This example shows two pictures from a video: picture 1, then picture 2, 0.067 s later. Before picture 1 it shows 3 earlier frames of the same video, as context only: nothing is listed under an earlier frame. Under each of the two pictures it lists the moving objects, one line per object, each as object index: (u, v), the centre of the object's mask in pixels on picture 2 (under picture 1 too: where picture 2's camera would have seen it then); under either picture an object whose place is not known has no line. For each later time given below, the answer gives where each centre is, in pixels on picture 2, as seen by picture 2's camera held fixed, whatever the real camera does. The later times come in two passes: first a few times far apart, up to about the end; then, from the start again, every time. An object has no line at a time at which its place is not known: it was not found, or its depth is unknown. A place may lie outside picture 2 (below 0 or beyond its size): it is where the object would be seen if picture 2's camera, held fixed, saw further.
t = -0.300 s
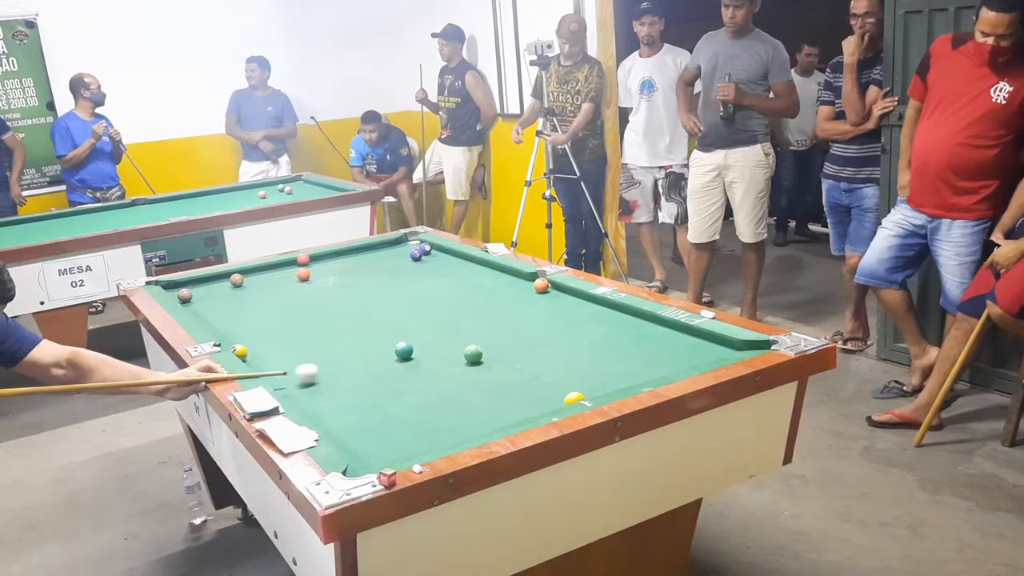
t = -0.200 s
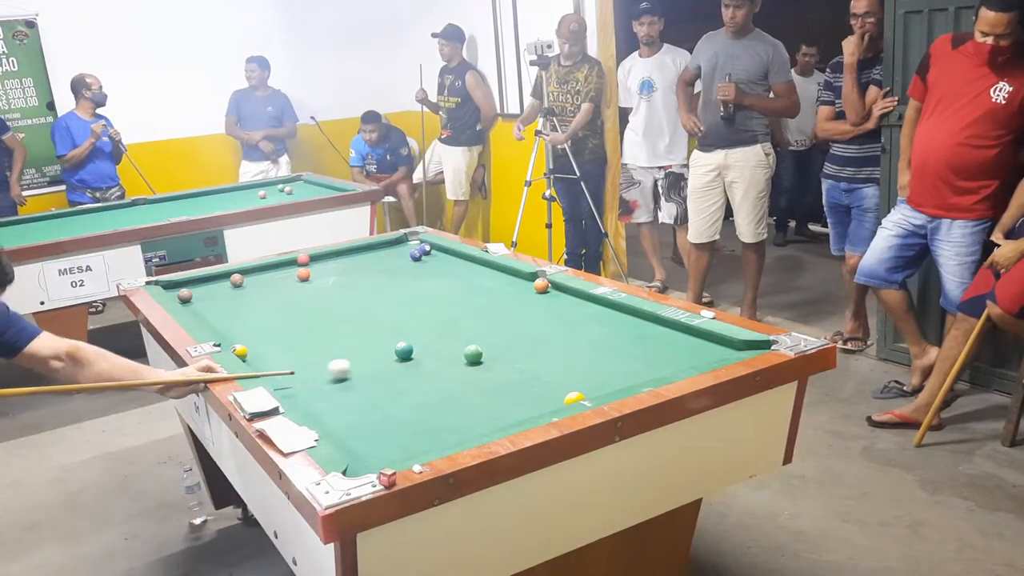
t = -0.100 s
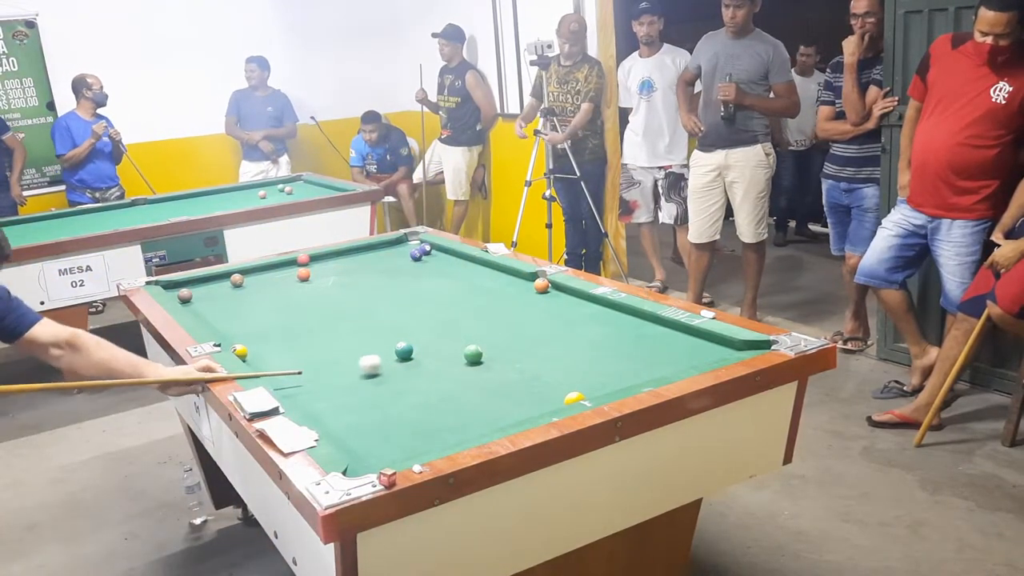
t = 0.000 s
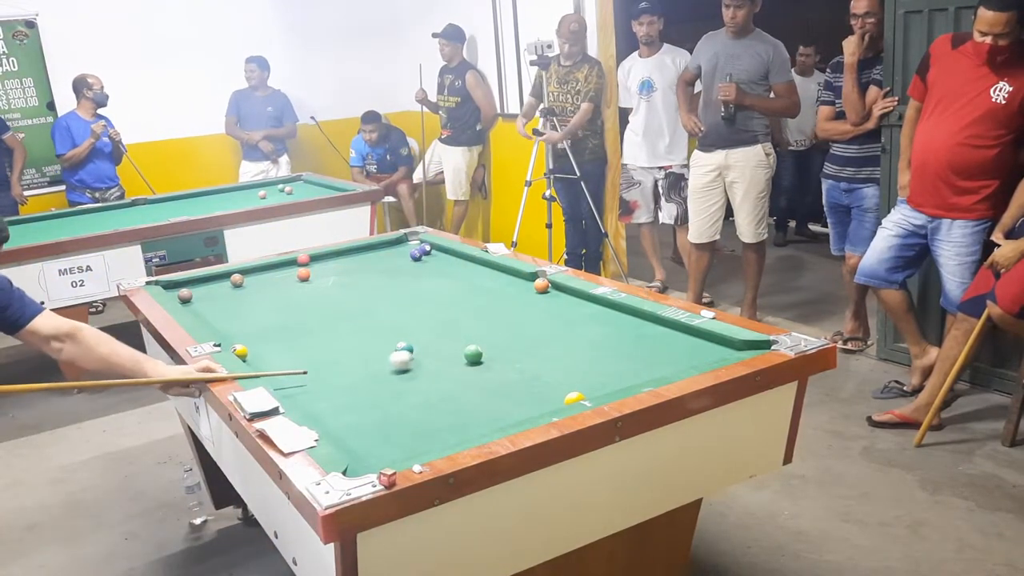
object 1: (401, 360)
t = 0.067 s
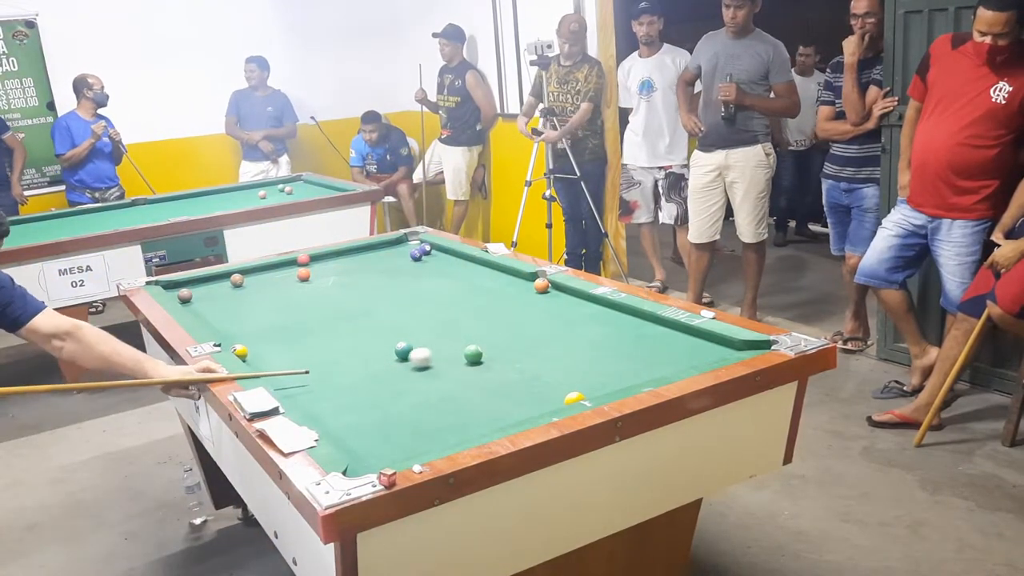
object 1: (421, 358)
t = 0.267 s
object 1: (461, 351)
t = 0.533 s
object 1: (486, 343)
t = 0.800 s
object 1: (507, 335)
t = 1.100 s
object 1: (528, 329)
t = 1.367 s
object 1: (544, 324)
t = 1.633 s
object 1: (558, 320)
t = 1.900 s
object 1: (569, 317)
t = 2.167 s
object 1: (578, 315)
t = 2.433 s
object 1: (584, 313)
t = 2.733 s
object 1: (589, 312)
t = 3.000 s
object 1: (591, 312)
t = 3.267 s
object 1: (591, 312)
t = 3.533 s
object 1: (591, 312)
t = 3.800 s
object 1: (591, 312)
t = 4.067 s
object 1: (590, 312)
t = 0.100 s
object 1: (430, 357)
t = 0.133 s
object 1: (440, 355)
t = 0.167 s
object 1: (449, 354)
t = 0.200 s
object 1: (455, 353)
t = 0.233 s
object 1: (458, 352)
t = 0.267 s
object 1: (461, 351)
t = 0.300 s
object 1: (464, 349)
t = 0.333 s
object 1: (467, 348)
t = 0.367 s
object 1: (471, 347)
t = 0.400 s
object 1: (474, 346)
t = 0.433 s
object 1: (477, 345)
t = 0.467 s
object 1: (480, 344)
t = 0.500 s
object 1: (483, 343)
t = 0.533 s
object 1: (486, 343)
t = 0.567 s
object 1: (489, 341)
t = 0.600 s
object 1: (491, 341)
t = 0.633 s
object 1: (494, 340)
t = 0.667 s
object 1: (497, 339)
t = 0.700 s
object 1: (500, 338)
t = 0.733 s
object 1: (502, 337)
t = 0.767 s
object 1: (505, 337)
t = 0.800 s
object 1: (507, 335)
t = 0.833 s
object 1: (510, 335)
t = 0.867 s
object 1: (512, 334)
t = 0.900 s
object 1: (515, 333)
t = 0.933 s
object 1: (517, 332)
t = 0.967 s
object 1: (519, 332)
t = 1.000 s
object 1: (522, 331)
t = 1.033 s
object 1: (524, 330)
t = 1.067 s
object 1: (526, 330)
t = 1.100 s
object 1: (528, 329)
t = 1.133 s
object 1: (530, 328)
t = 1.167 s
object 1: (532, 328)
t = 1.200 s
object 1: (534, 327)
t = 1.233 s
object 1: (536, 326)
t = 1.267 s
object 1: (539, 326)
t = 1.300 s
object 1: (540, 325)
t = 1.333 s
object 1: (542, 324)
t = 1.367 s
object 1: (544, 324)
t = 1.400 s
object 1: (546, 323)
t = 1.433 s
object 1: (548, 323)
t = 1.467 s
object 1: (549, 322)
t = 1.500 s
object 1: (551, 322)
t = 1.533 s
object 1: (553, 321)
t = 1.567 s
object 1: (555, 321)
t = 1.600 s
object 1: (556, 320)
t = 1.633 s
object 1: (558, 320)
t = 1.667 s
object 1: (559, 319)
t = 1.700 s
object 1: (561, 319)
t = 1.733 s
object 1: (562, 318)
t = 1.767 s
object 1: (564, 318)
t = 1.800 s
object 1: (565, 318)
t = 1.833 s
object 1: (566, 317)
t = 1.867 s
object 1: (568, 317)
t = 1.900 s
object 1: (569, 317)
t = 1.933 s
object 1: (570, 316)
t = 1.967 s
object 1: (572, 316)
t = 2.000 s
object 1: (573, 316)
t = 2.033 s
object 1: (574, 316)
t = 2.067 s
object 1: (575, 315)
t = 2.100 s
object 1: (576, 315)
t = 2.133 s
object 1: (577, 315)
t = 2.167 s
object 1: (578, 315)
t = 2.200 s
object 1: (579, 314)
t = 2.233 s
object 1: (580, 314)
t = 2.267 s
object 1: (581, 314)
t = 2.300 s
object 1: (581, 314)
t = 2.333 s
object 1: (582, 313)
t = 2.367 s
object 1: (583, 313)
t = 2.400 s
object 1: (584, 313)
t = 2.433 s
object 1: (584, 313)
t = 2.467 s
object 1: (585, 313)
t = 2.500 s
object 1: (586, 313)
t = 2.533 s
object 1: (586, 313)
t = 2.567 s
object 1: (587, 313)
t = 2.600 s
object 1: (587, 312)
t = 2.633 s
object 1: (588, 312)
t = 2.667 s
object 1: (588, 312)
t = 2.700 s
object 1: (589, 312)
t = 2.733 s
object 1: (589, 312)
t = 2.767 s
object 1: (590, 312)
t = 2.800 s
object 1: (590, 312)
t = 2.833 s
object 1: (590, 312)
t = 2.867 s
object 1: (591, 312)
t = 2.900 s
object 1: (591, 312)
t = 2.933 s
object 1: (591, 312)
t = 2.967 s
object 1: (591, 312)
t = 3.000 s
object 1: (591, 312)
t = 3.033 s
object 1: (591, 312)
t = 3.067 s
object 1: (591, 312)
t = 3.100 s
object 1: (591, 312)
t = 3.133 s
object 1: (591, 312)
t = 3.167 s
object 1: (591, 312)
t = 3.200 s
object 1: (591, 312)
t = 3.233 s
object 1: (591, 312)
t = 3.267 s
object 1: (591, 312)
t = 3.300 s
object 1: (591, 312)
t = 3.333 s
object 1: (591, 312)
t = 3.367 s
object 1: (591, 312)
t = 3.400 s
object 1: (591, 312)
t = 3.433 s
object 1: (591, 312)
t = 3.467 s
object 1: (591, 312)
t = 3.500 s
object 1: (591, 312)
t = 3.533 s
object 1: (591, 312)
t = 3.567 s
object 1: (591, 312)
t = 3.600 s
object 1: (591, 312)
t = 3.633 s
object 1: (591, 312)
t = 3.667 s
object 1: (591, 312)
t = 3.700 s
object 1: (591, 312)
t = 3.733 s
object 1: (591, 312)
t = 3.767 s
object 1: (591, 311)
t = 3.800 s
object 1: (591, 312)
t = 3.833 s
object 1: (591, 312)
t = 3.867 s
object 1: (591, 312)
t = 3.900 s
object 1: (591, 312)
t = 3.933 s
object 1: (591, 312)
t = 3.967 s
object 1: (590, 312)
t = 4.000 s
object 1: (590, 312)
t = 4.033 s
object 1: (590, 312)
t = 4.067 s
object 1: (590, 312)
